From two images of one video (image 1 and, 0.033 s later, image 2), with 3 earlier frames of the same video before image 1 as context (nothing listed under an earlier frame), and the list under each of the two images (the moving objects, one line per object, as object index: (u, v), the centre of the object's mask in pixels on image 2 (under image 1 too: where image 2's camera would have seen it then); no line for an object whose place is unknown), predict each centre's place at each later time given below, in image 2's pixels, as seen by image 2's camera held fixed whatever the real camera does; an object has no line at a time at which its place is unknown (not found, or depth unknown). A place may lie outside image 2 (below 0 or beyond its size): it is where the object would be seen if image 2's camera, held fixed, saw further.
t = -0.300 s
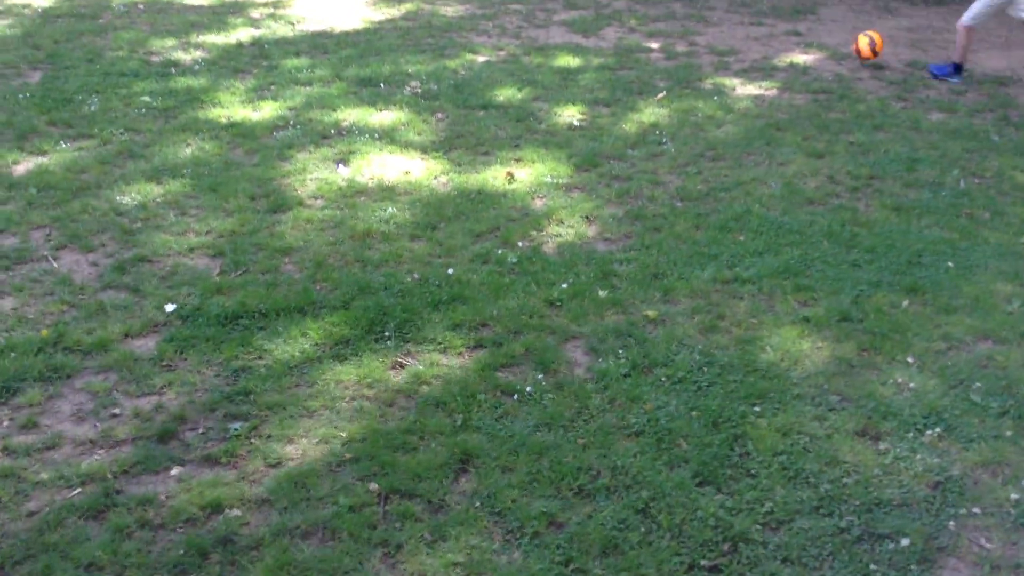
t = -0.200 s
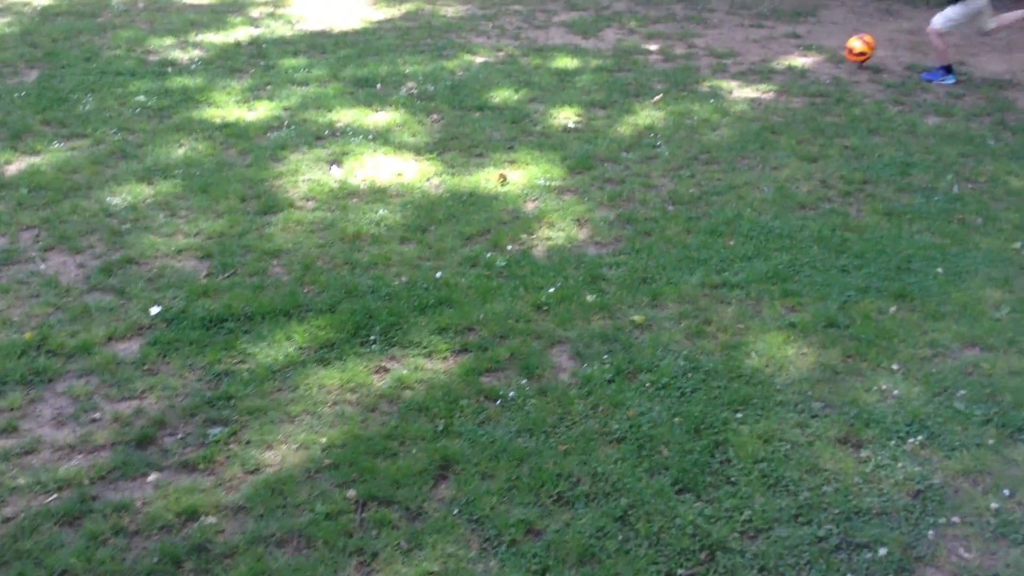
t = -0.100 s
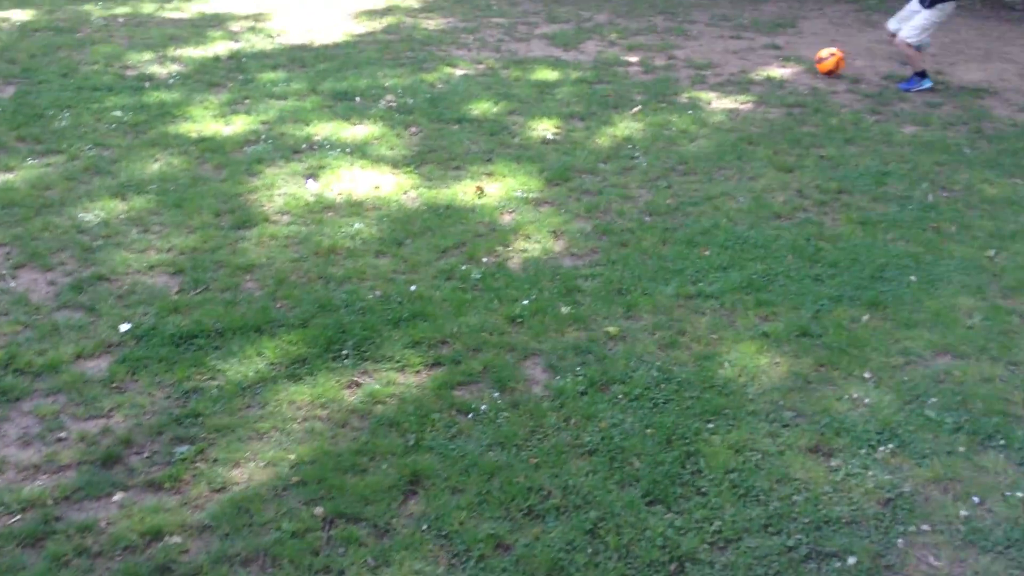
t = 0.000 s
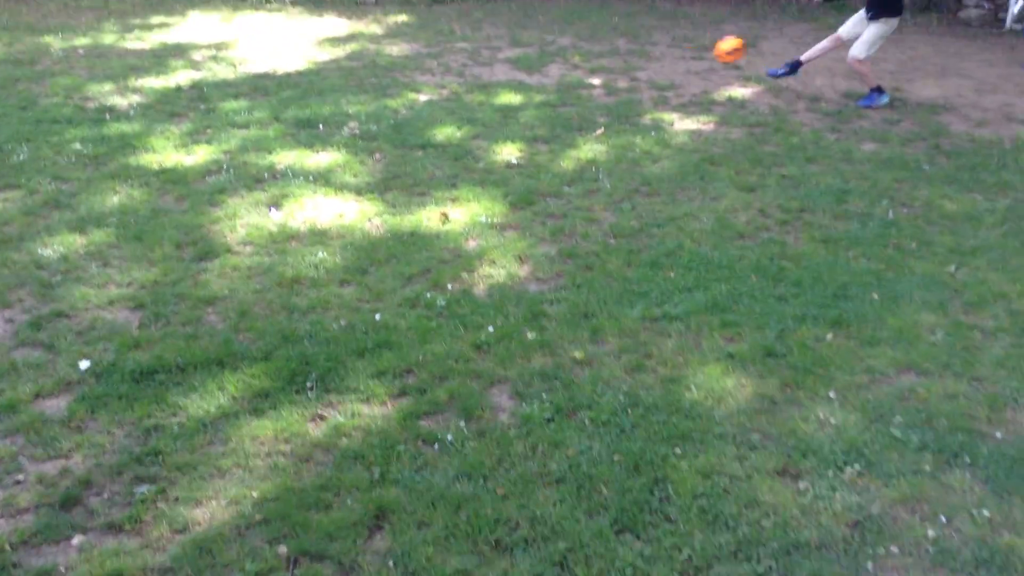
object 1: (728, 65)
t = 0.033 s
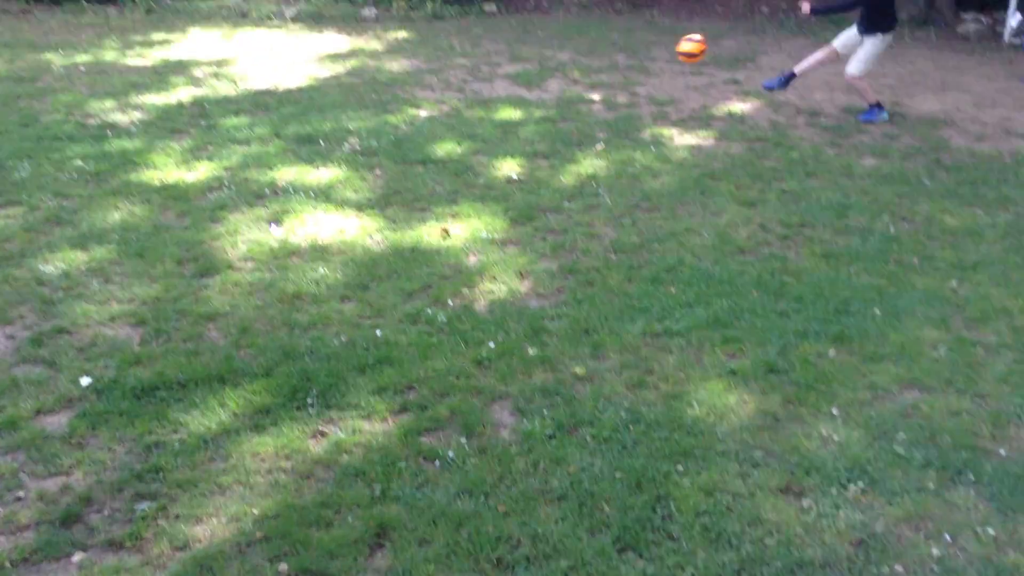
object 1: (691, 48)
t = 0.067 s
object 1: (653, 33)
